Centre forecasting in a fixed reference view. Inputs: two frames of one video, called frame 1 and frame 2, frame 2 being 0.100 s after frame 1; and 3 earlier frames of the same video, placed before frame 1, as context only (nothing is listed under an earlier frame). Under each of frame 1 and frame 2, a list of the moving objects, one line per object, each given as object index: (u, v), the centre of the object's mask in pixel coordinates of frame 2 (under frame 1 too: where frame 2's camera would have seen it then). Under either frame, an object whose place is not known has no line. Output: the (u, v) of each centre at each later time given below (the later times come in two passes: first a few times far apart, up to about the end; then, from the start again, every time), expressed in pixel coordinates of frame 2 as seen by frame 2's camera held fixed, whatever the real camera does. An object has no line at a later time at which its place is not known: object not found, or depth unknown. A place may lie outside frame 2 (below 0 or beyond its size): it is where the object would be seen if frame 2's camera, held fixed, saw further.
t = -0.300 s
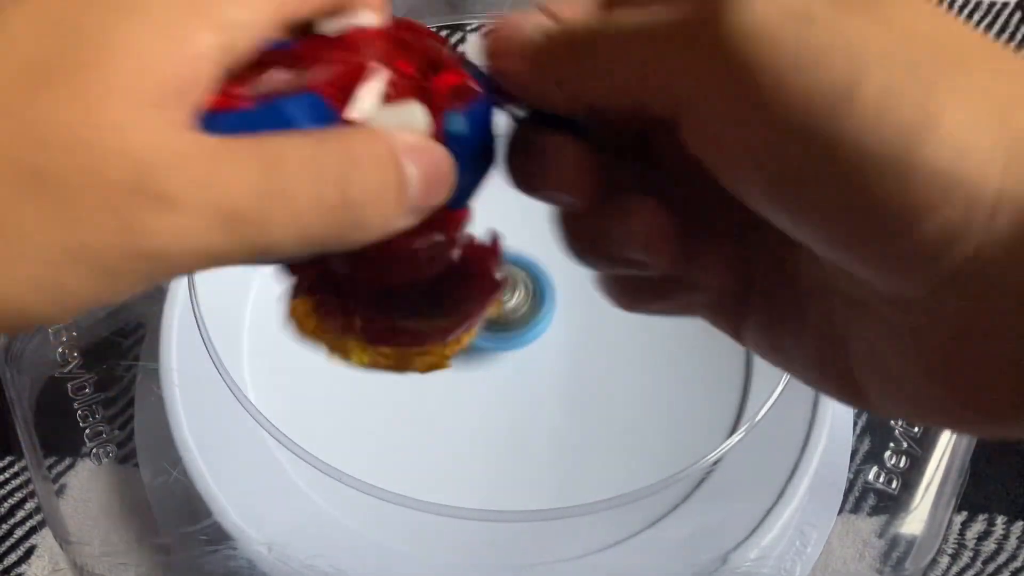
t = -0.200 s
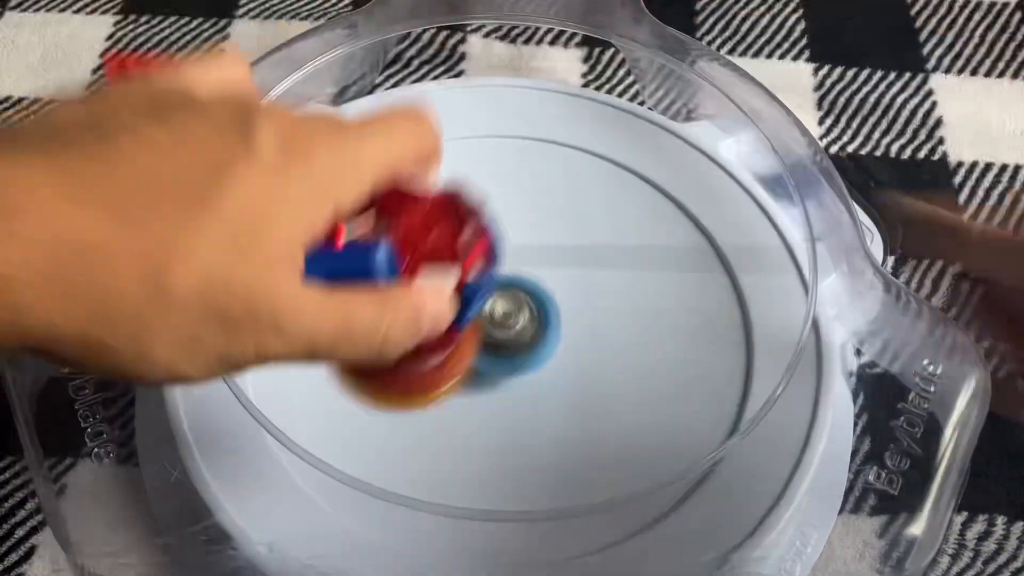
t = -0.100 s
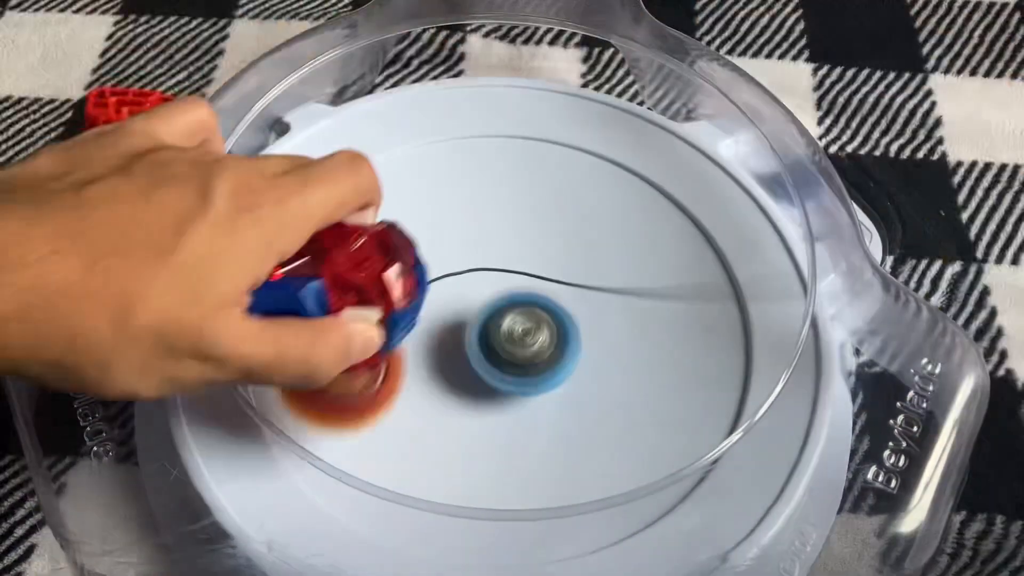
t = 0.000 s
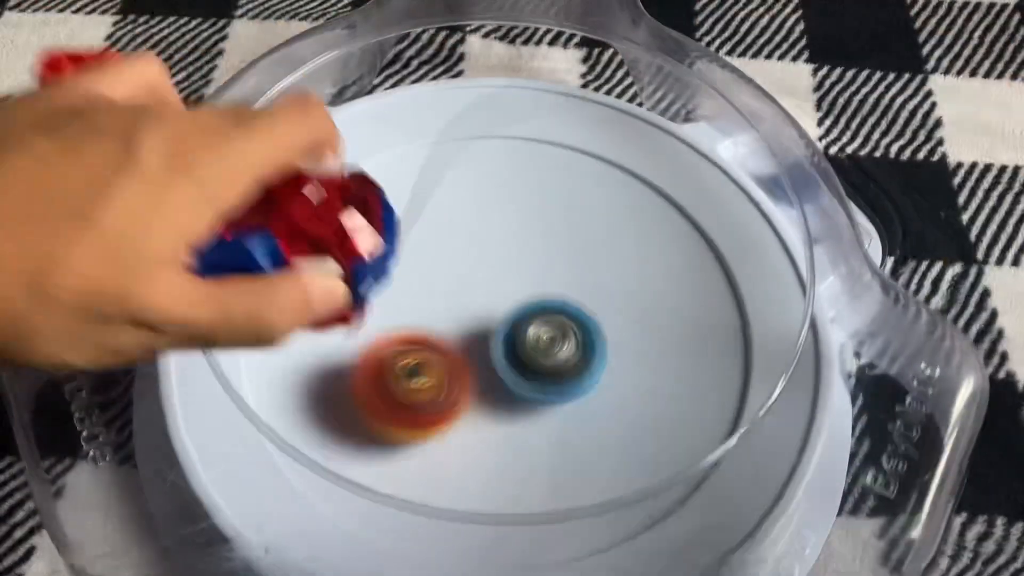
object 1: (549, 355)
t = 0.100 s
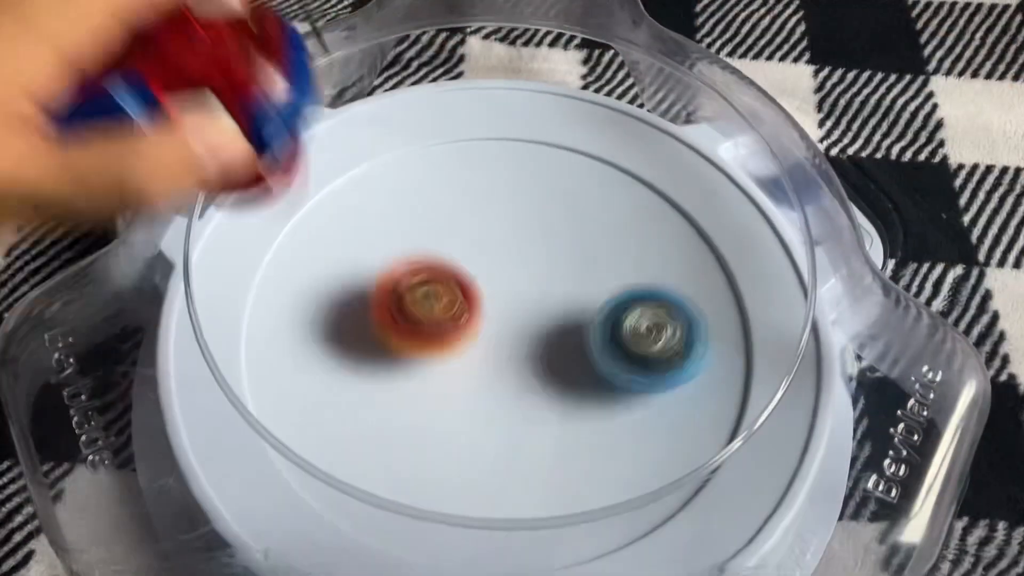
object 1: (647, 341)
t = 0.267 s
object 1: (726, 283)
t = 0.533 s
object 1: (571, 230)
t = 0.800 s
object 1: (552, 279)
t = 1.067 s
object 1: (535, 395)
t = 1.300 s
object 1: (569, 424)
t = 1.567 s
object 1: (595, 374)
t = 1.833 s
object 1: (557, 353)
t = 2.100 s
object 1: (506, 390)
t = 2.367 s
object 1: (535, 428)
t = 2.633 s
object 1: (549, 396)
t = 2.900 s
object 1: (482, 371)
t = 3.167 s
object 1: (454, 408)
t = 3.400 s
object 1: (499, 416)
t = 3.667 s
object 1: (493, 353)
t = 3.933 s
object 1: (429, 347)
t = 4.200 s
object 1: (449, 389)
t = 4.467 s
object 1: (502, 348)
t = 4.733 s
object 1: (458, 298)
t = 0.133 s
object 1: (679, 332)
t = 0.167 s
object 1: (703, 321)
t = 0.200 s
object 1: (719, 308)
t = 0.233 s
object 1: (725, 297)
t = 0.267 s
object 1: (726, 283)
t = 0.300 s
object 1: (717, 273)
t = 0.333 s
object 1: (702, 262)
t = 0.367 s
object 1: (685, 253)
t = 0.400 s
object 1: (664, 243)
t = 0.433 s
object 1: (643, 236)
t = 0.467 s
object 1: (619, 230)
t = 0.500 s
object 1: (594, 228)
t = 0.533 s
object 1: (571, 230)
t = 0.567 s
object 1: (547, 237)
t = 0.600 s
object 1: (537, 241)
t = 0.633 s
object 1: (547, 237)
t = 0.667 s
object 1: (554, 239)
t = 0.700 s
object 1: (557, 244)
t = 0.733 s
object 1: (557, 252)
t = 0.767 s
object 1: (556, 264)
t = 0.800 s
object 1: (552, 279)
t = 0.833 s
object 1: (547, 294)
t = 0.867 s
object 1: (543, 310)
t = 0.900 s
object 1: (539, 325)
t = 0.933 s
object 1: (537, 341)
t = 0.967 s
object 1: (535, 356)
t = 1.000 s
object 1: (536, 370)
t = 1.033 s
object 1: (538, 383)
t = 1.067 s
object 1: (535, 395)
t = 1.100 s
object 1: (540, 406)
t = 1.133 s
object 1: (544, 413)
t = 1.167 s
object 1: (549, 419)
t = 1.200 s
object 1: (553, 423)
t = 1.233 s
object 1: (559, 425)
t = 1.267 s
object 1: (564, 426)
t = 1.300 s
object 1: (569, 424)
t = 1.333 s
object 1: (577, 422)
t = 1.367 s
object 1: (581, 417)
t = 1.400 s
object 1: (584, 411)
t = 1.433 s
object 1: (588, 404)
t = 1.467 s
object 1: (591, 397)
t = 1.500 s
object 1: (593, 390)
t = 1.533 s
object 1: (595, 382)
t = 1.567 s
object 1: (595, 374)
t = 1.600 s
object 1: (595, 368)
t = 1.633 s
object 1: (593, 363)
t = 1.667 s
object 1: (590, 358)
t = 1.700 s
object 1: (586, 354)
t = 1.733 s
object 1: (580, 354)
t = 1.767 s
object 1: (573, 353)
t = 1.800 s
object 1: (564, 353)
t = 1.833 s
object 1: (557, 353)
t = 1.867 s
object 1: (548, 355)
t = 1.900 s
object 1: (540, 358)
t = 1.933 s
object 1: (533, 361)
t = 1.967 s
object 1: (526, 365)
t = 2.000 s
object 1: (519, 369)
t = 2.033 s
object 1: (513, 375)
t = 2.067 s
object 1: (509, 383)
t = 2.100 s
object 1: (506, 390)
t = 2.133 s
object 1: (504, 398)
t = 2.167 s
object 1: (504, 406)
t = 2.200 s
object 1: (506, 413)
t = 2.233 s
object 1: (509, 418)
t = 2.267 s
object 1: (515, 423)
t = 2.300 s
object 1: (521, 426)
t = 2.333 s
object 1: (527, 428)
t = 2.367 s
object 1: (535, 428)
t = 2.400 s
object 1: (542, 427)
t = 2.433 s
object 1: (548, 425)
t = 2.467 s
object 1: (553, 421)
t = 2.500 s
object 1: (555, 417)
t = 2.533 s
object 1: (555, 412)
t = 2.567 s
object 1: (554, 406)
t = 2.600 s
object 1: (552, 401)
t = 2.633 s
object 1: (549, 396)
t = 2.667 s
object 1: (544, 390)
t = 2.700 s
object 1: (538, 386)
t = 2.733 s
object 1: (530, 381)
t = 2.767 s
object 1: (521, 378)
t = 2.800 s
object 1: (511, 374)
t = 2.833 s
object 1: (501, 372)
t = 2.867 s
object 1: (492, 371)
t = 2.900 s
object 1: (482, 371)
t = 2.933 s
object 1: (474, 373)
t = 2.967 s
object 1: (467, 377)
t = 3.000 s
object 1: (460, 381)
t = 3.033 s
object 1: (454, 386)
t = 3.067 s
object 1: (451, 391)
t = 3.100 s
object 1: (450, 396)
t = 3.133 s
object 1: (450, 402)
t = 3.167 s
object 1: (454, 408)
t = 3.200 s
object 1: (458, 413)
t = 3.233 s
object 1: (465, 417)
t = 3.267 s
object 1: (471, 421)
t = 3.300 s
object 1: (478, 423)
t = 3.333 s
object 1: (484, 423)
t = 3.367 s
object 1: (492, 420)
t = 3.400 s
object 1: (499, 416)
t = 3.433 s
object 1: (505, 411)
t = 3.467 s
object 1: (509, 404)
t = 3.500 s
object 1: (511, 395)
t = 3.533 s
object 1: (511, 386)
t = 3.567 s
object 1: (509, 377)
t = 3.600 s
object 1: (505, 368)
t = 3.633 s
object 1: (500, 360)
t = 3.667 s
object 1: (493, 353)
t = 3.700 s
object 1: (486, 346)
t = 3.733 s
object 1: (477, 342)
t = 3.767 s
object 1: (468, 338)
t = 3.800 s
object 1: (460, 336)
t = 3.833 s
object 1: (451, 337)
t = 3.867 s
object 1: (443, 339)
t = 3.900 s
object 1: (435, 342)
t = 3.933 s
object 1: (429, 347)
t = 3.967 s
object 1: (426, 353)
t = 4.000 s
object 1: (423, 359)
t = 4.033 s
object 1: (423, 366)
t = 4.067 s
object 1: (424, 373)
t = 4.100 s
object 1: (428, 378)
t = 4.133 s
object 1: (435, 384)
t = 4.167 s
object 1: (441, 387)
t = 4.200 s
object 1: (449, 389)
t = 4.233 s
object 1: (458, 390)
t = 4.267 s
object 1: (467, 389)
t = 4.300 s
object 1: (475, 385)
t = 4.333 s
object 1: (483, 380)
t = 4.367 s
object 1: (490, 374)
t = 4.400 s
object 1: (496, 366)
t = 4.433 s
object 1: (500, 357)
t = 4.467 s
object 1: (502, 348)
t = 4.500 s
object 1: (501, 339)
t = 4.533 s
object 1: (499, 329)
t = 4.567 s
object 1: (494, 319)
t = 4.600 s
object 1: (488, 312)
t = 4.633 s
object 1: (480, 306)
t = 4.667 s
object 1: (473, 302)
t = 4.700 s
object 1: (466, 300)
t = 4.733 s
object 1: (458, 298)
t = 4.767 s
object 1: (451, 300)
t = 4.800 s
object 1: (445, 303)
